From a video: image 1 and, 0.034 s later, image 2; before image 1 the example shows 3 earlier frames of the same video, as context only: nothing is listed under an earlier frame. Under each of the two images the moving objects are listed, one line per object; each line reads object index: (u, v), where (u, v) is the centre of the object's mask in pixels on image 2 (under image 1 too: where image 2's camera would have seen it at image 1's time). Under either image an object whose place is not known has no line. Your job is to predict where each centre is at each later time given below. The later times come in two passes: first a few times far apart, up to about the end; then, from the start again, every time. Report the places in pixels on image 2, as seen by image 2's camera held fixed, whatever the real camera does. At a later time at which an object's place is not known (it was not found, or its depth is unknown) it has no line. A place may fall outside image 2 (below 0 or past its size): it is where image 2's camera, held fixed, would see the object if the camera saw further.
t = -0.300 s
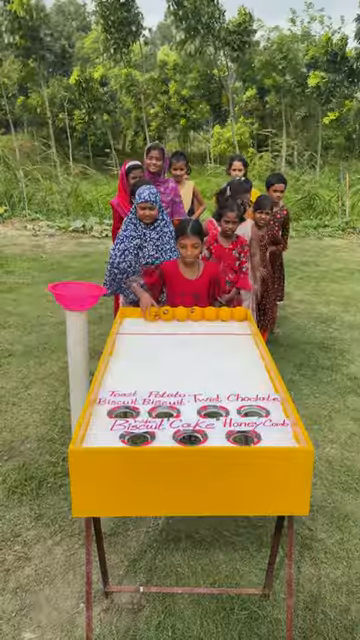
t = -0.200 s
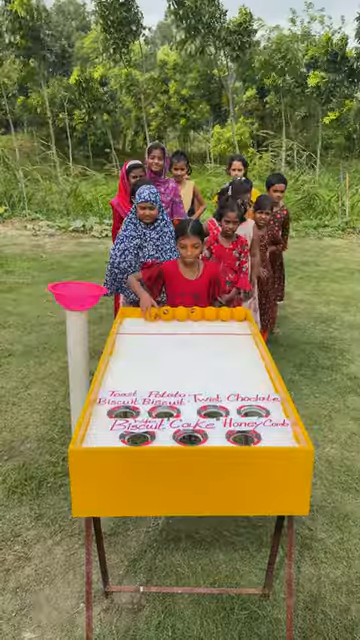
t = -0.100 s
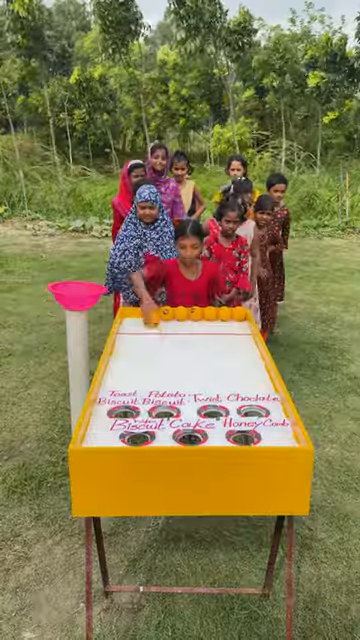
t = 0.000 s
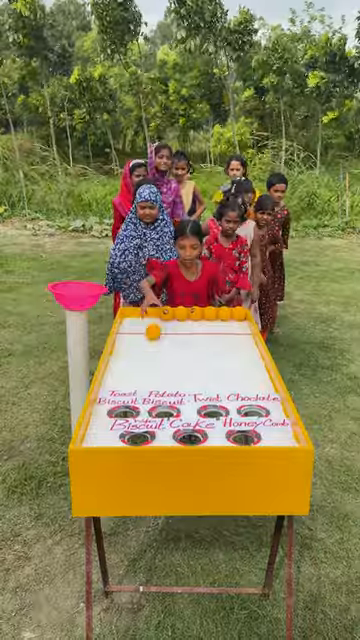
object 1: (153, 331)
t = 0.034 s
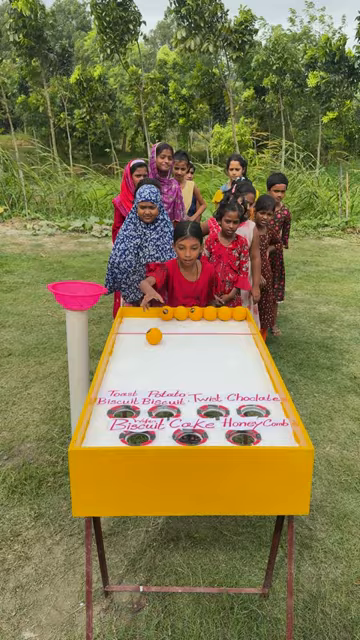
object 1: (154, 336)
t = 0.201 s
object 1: (157, 354)
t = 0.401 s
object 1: (163, 379)
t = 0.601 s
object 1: (164, 406)
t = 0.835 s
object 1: (133, 416)
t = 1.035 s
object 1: (109, 426)
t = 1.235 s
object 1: (95, 433)
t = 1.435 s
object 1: (103, 437)
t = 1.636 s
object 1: (106, 438)
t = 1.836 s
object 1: (114, 438)
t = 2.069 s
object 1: (119, 438)
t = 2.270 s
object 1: (124, 435)
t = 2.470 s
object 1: (128, 433)
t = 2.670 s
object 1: (136, 433)
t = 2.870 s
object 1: (137, 433)
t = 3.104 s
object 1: (137, 433)
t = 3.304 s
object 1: (137, 433)
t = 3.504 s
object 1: (137, 433)
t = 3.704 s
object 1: (137, 433)
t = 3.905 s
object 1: (137, 433)
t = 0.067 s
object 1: (154, 339)
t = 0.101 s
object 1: (155, 344)
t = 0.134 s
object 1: (156, 348)
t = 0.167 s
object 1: (157, 351)
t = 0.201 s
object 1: (157, 354)
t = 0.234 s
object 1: (158, 358)
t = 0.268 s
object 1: (159, 362)
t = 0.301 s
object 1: (160, 366)
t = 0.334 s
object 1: (161, 370)
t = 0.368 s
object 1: (162, 374)
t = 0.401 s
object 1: (163, 379)
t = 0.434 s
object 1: (163, 383)
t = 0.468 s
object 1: (164, 388)
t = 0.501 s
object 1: (165, 392)
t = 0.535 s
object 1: (166, 396)
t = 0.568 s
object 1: (167, 404)
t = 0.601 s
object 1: (164, 406)
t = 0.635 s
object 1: (158, 406)
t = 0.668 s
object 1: (153, 406)
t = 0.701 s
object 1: (150, 408)
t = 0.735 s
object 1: (146, 410)
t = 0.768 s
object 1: (141, 411)
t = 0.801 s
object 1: (137, 413)
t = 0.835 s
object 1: (133, 416)
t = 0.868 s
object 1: (129, 418)
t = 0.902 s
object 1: (124, 421)
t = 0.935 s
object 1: (122, 422)
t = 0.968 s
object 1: (117, 423)
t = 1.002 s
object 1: (114, 424)
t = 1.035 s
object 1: (109, 426)
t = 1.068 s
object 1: (105, 428)
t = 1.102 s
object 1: (100, 429)
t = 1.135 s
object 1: (95, 431)
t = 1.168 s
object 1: (93, 433)
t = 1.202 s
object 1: (94, 434)
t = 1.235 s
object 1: (95, 433)
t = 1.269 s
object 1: (96, 434)
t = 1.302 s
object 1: (98, 434)
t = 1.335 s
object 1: (100, 435)
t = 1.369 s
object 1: (101, 436)
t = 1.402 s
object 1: (102, 436)
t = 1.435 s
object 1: (103, 437)
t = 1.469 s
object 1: (103, 437)
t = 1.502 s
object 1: (104, 437)
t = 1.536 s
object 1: (105, 437)
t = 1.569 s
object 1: (105, 437)
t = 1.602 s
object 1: (106, 438)
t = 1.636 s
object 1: (106, 438)
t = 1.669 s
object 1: (110, 438)
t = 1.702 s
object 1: (111, 438)
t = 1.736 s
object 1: (111, 438)
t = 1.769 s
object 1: (113, 438)
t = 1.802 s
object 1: (113, 438)
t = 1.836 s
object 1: (114, 438)
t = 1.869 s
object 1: (115, 438)
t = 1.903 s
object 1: (116, 438)
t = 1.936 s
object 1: (116, 438)
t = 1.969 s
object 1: (117, 438)
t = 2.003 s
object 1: (117, 438)
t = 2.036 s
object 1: (118, 438)
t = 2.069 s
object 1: (119, 438)
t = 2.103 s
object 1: (119, 438)
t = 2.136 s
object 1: (121, 437)
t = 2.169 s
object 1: (121, 437)
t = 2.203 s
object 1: (122, 437)
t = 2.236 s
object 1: (123, 435)
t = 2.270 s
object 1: (124, 435)
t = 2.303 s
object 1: (125, 435)
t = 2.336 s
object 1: (126, 435)
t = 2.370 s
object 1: (127, 435)
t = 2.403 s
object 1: (127, 435)
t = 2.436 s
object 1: (128, 434)
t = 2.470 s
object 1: (128, 433)
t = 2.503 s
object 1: (129, 433)
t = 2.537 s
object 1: (130, 432)
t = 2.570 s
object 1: (132, 432)
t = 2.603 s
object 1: (131, 431)
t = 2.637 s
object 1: (135, 432)
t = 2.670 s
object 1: (136, 433)
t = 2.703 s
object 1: (137, 433)
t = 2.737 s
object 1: (137, 433)
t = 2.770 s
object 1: (137, 433)
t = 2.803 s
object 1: (137, 433)
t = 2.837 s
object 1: (137, 433)
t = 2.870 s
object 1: (137, 433)
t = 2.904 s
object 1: (137, 433)
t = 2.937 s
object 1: (137, 433)
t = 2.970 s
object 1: (137, 433)
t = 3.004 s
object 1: (137, 433)
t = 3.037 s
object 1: (137, 433)
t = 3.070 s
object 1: (137, 433)
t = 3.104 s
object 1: (137, 433)
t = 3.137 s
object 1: (137, 433)
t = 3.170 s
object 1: (137, 433)
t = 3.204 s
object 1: (137, 433)
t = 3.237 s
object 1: (137, 433)
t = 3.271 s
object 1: (137, 433)
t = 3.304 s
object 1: (137, 433)
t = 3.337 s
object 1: (137, 433)
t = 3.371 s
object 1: (137, 433)
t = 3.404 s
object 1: (137, 433)
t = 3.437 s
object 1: (137, 433)
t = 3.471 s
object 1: (137, 433)
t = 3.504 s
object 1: (137, 433)
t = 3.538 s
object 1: (137, 433)
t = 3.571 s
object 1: (137, 433)
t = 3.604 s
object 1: (137, 433)
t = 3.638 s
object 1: (137, 433)
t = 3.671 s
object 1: (137, 434)
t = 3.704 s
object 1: (137, 433)
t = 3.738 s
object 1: (137, 433)
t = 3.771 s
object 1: (137, 433)
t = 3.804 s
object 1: (137, 433)
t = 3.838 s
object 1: (137, 433)
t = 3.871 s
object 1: (137, 433)
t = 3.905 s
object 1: (137, 433)
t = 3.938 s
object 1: (137, 433)
